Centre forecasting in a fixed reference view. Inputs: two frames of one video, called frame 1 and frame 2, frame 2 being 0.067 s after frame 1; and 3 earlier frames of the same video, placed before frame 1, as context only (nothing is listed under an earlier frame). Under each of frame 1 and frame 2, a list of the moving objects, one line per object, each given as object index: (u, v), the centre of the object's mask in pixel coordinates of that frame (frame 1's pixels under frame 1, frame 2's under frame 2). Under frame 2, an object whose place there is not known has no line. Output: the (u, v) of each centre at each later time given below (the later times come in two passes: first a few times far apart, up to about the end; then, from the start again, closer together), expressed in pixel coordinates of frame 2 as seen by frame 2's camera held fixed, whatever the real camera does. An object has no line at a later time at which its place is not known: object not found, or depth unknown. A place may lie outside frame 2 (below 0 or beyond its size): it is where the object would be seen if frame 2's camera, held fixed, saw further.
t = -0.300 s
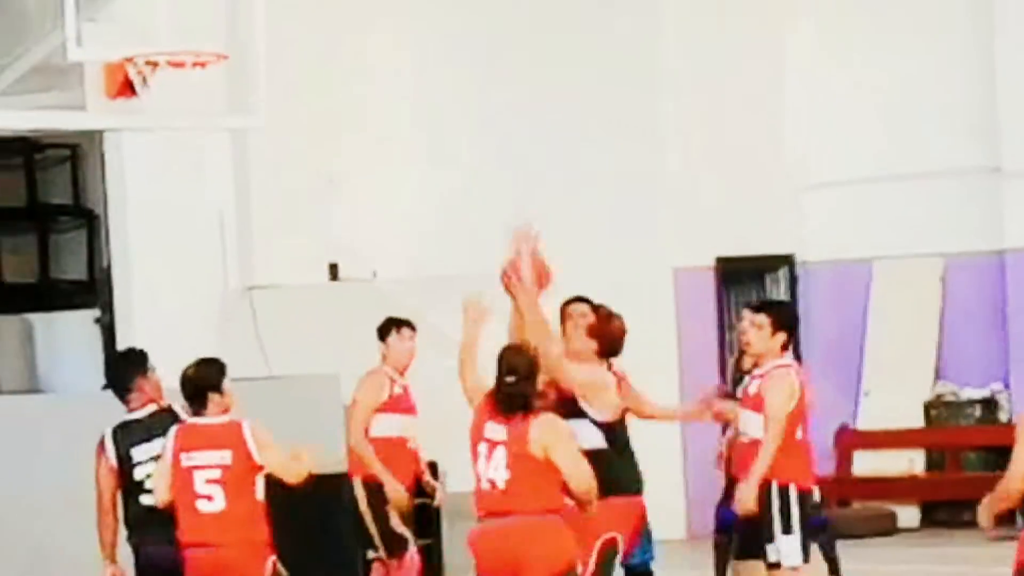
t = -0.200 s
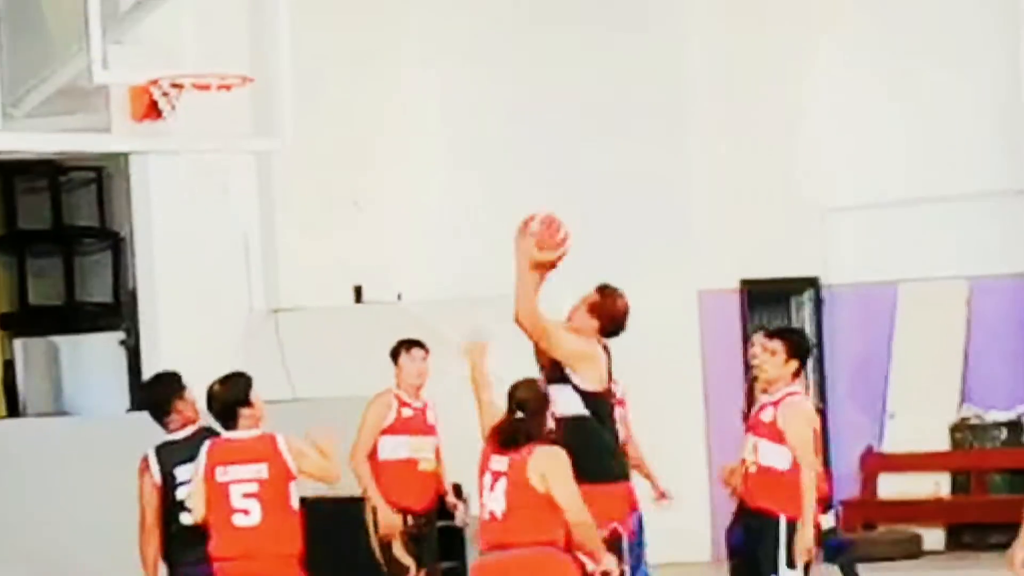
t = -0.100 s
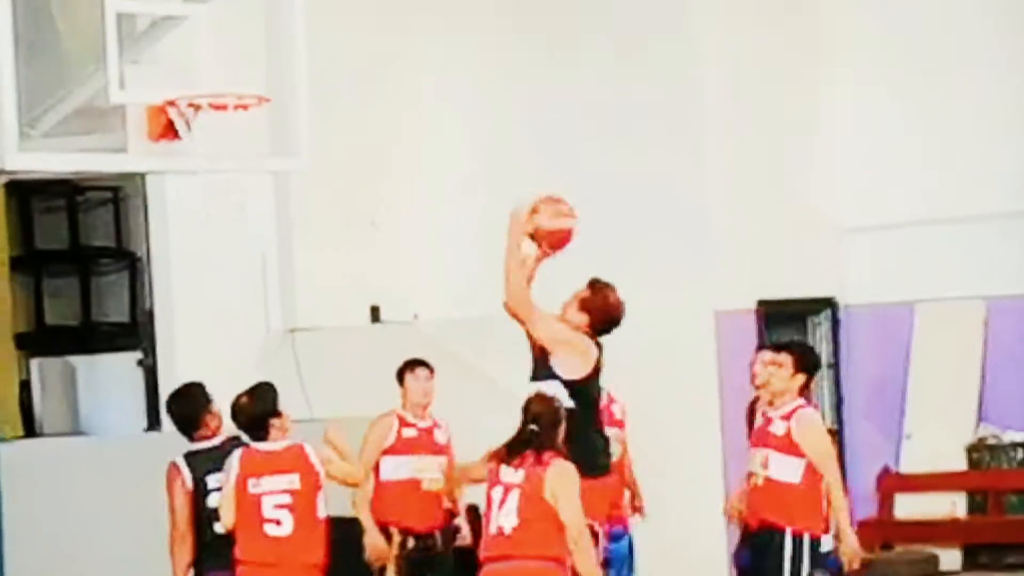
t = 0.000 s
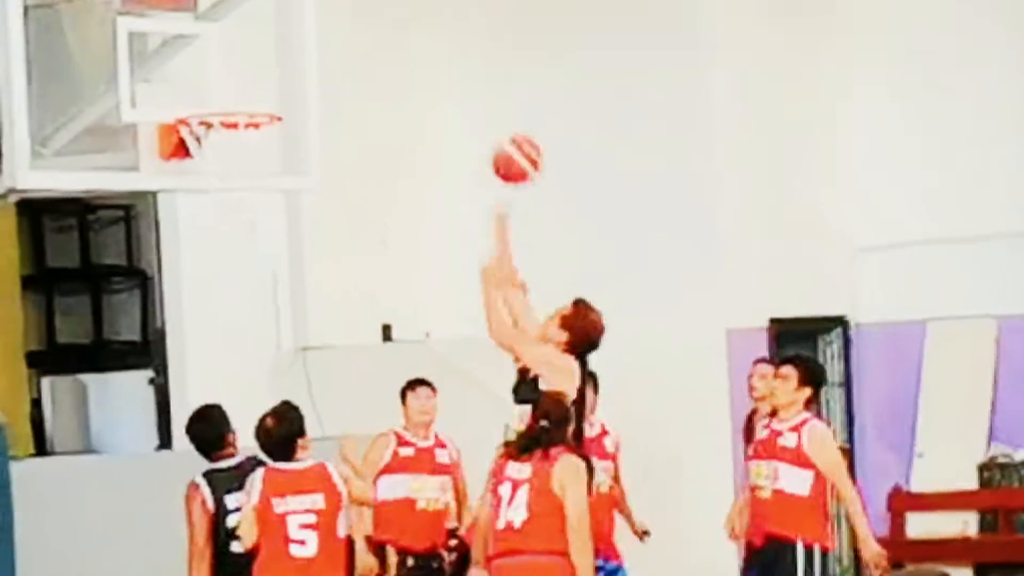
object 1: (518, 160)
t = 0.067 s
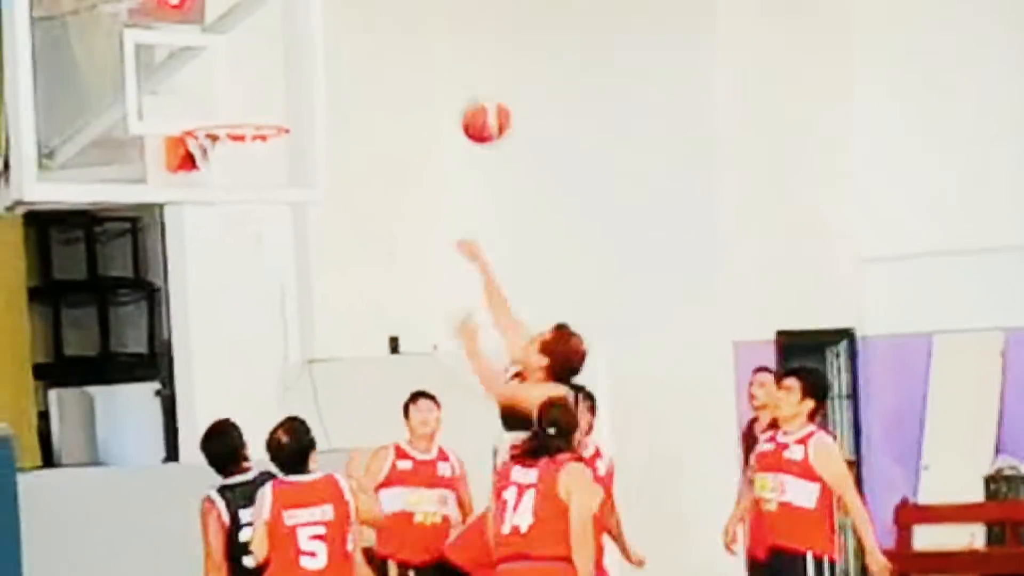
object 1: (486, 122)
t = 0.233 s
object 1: (395, 34)
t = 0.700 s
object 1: (211, 105)
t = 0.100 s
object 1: (466, 101)
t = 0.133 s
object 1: (448, 78)
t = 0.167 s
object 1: (430, 61)
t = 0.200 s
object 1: (413, 46)
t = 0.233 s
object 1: (395, 34)
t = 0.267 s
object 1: (378, 24)
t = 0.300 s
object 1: (362, 20)
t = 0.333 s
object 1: (345, 15)
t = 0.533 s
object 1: (250, 40)
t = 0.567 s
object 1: (234, 54)
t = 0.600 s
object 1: (218, 68)
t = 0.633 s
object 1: (202, 81)
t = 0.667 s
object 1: (202, 96)
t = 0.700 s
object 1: (211, 105)
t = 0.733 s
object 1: (224, 106)
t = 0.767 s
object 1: (236, 109)
